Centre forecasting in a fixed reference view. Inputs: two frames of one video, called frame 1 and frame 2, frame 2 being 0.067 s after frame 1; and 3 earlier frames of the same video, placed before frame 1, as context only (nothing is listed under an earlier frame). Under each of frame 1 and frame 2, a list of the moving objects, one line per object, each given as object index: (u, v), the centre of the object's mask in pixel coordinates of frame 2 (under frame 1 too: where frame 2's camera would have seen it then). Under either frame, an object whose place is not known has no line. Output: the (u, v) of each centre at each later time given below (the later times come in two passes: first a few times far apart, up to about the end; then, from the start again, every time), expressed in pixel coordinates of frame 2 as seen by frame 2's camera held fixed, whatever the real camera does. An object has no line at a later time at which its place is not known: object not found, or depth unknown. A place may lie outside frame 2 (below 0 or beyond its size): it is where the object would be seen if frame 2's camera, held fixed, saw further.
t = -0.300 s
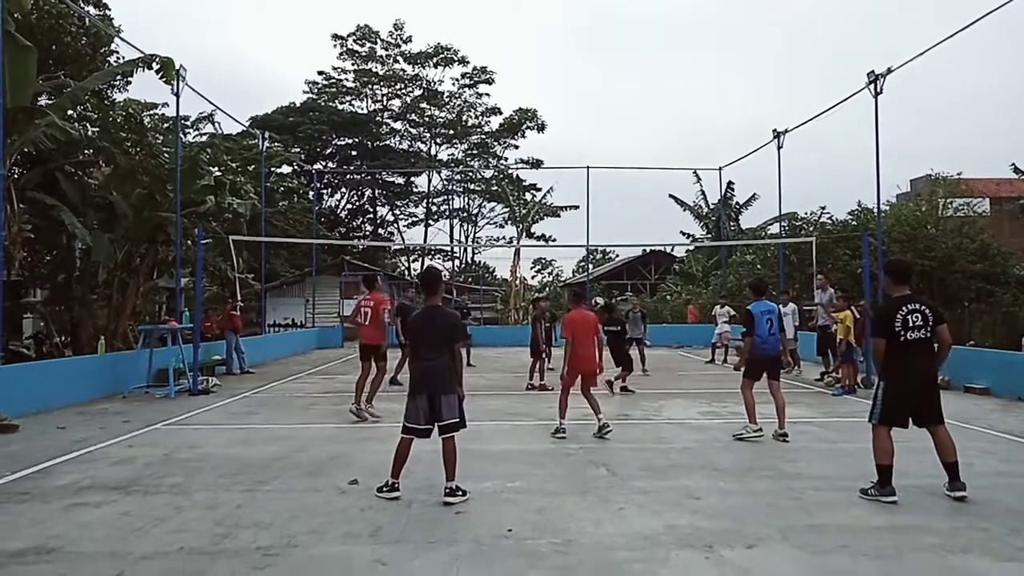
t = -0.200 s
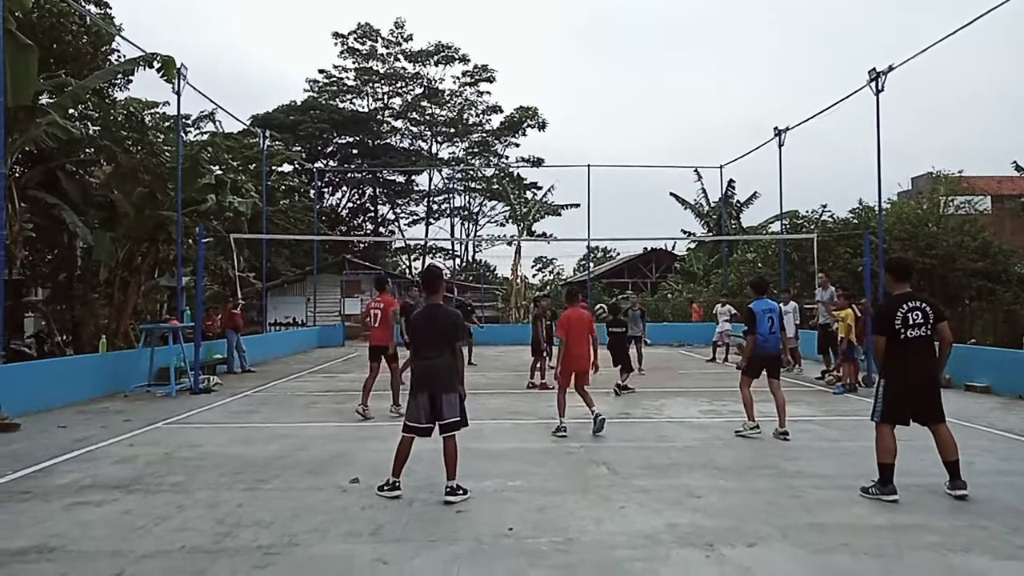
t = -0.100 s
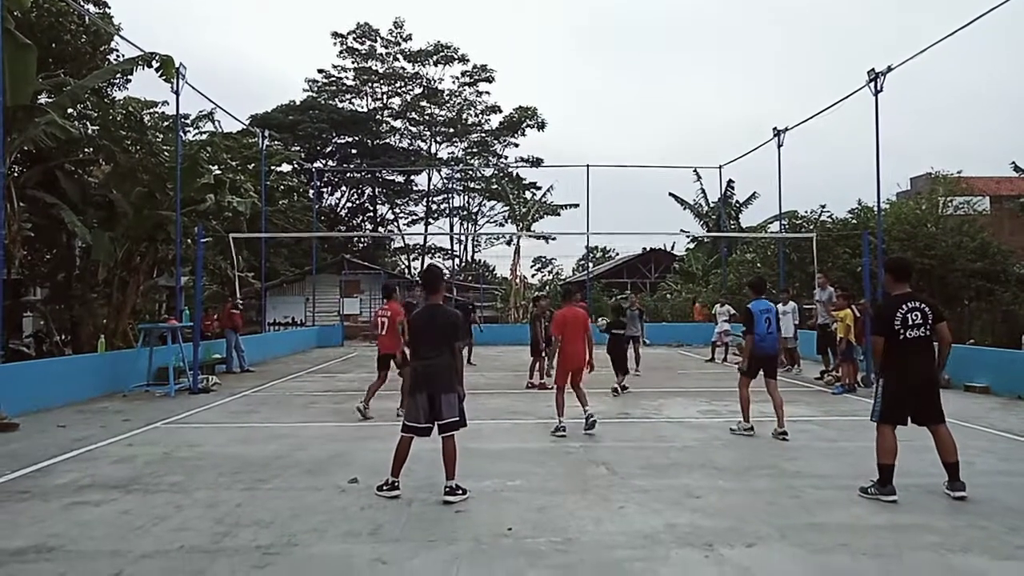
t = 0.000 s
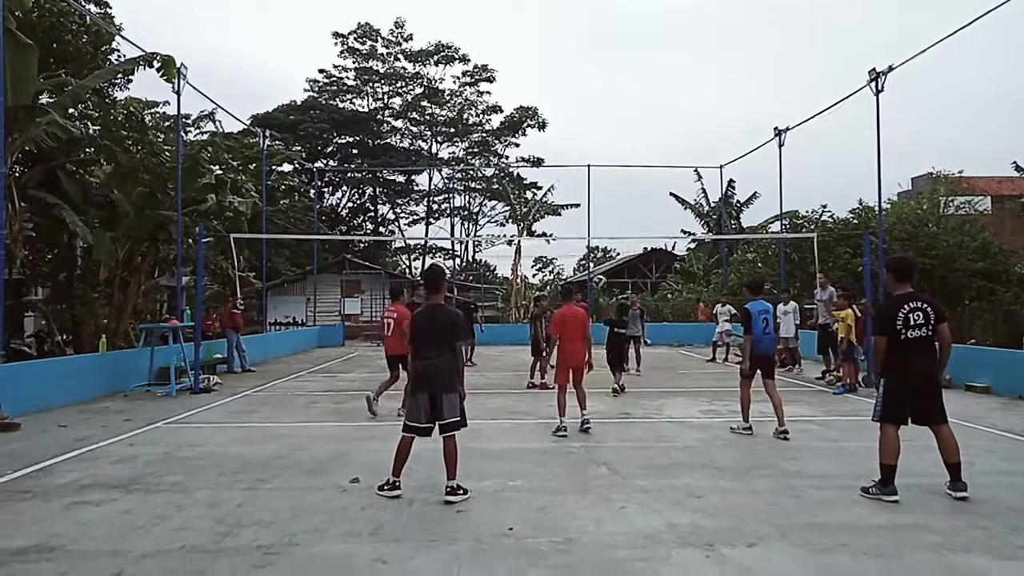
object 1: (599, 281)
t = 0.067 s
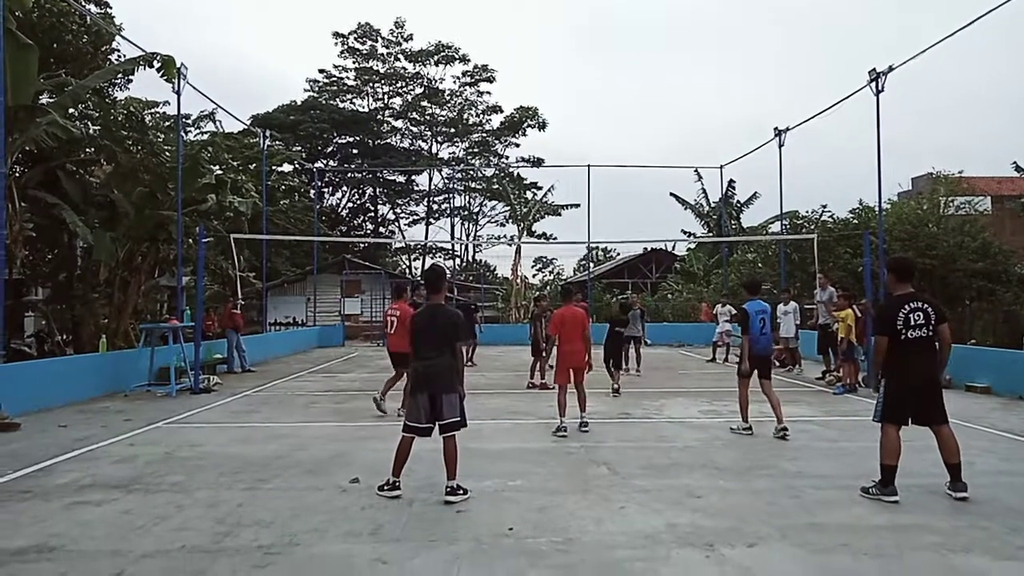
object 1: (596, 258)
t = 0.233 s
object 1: (588, 204)
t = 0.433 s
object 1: (580, 160)
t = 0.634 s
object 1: (571, 144)
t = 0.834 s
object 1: (561, 160)
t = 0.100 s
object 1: (594, 246)
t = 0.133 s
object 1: (593, 234)
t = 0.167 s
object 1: (592, 223)
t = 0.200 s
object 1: (590, 213)
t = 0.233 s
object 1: (588, 204)
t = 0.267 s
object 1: (587, 195)
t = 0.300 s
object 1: (585, 187)
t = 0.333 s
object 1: (584, 179)
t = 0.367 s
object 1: (582, 172)
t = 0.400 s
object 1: (581, 166)
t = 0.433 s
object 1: (580, 160)
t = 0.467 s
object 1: (578, 156)
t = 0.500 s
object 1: (577, 152)
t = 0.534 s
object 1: (575, 149)
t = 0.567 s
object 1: (573, 146)
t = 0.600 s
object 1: (572, 145)
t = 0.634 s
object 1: (571, 144)
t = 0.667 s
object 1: (569, 145)
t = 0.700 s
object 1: (567, 146)
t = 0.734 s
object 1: (566, 148)
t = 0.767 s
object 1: (564, 151)
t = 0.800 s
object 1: (563, 155)
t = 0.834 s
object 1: (561, 160)
